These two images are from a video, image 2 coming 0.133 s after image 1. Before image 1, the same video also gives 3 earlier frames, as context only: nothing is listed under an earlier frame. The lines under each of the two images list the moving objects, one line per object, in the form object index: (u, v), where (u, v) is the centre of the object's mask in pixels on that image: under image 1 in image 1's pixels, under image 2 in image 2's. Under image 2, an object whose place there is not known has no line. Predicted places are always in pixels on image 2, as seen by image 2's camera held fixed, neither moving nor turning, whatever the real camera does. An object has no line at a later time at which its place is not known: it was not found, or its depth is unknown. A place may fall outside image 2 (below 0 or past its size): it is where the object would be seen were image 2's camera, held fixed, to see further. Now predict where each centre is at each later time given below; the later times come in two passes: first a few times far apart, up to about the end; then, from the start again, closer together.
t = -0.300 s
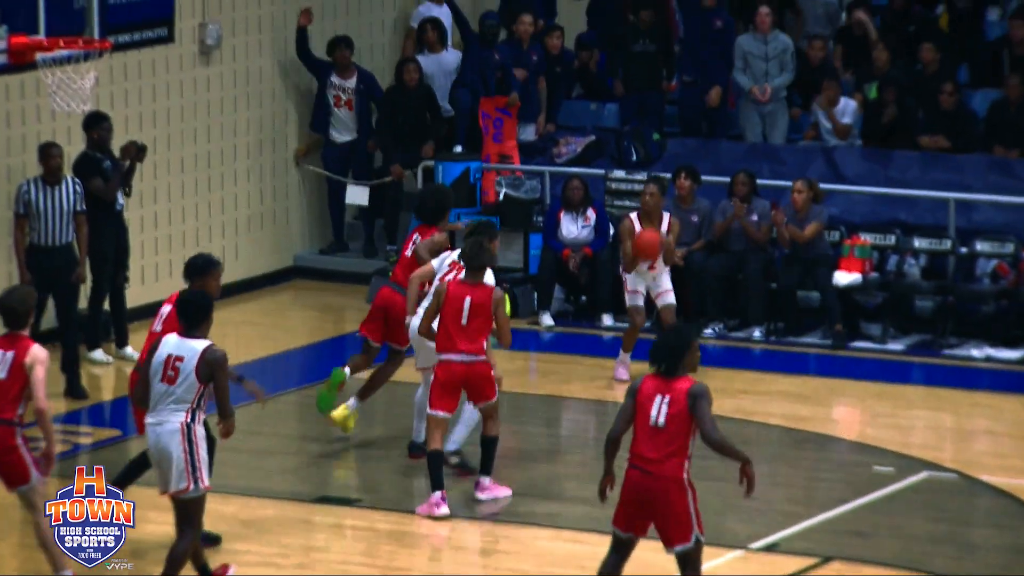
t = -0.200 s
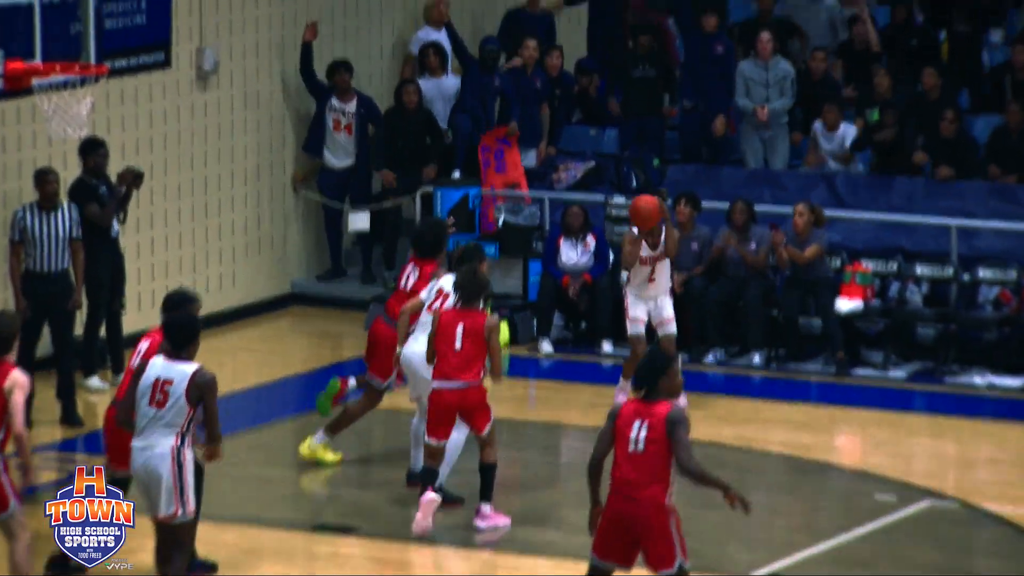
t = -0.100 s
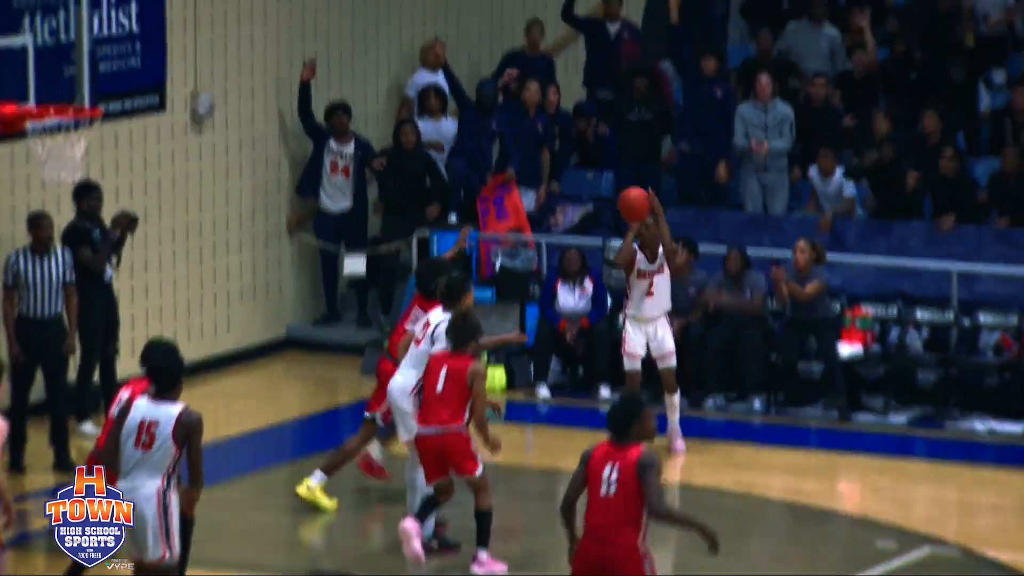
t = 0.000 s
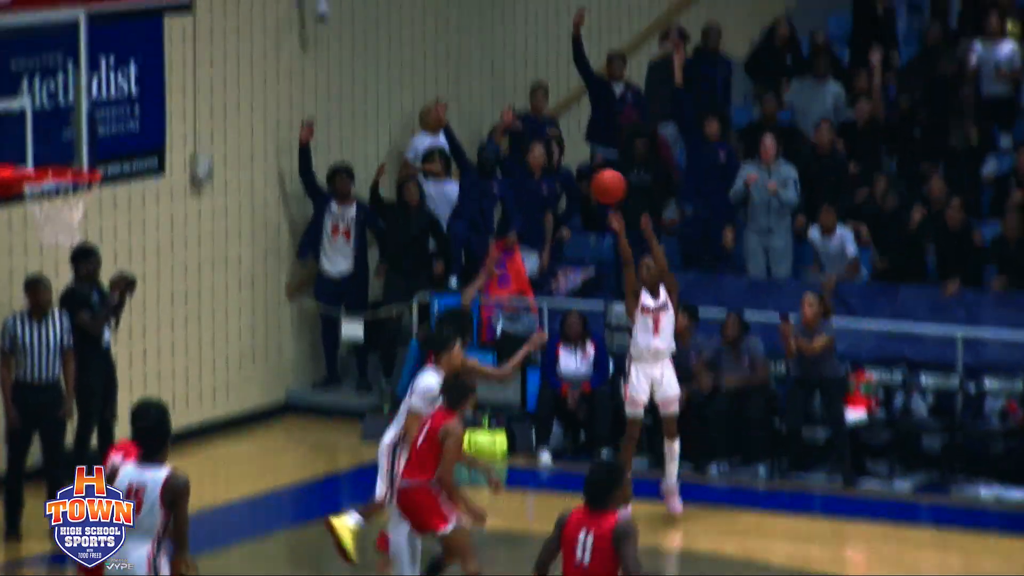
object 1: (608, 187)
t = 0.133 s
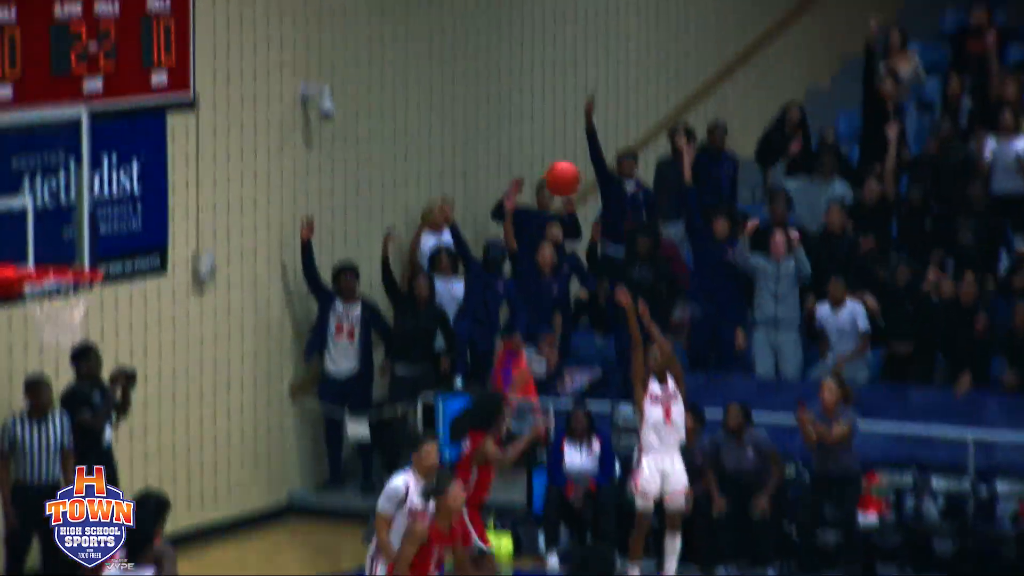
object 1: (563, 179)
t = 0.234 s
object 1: (523, 114)
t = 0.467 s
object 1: (425, 15)
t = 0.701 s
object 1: (320, -4)
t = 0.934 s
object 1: (209, 66)
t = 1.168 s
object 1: (95, 230)
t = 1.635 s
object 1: (48, 380)
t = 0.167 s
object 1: (550, 155)
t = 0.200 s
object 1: (536, 134)
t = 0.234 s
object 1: (523, 114)
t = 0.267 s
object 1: (509, 95)
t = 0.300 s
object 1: (496, 78)
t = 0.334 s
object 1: (482, 62)
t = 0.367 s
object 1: (468, 48)
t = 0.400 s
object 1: (454, 35)
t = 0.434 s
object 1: (440, 24)
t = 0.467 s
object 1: (425, 15)
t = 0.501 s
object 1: (411, 7)
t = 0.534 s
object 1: (396, 1)
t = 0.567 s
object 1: (381, -3)
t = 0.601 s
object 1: (366, -6)
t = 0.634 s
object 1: (351, -7)
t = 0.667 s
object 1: (335, -6)
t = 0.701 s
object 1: (320, -4)
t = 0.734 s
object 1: (304, 1)
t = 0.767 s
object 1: (288, 7)
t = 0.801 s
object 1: (273, 15)
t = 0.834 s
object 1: (256, 25)
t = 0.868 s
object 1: (241, 37)
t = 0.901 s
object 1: (225, 50)
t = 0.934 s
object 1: (209, 66)
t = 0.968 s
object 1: (192, 83)
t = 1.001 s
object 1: (176, 102)
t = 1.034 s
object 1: (159, 124)
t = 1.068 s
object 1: (143, 147)
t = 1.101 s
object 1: (128, 172)
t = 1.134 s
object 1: (111, 201)
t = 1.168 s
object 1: (95, 230)
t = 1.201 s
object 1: (79, 258)
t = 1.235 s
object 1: (64, 295)
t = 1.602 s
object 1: (47, 366)
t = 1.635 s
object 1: (48, 380)
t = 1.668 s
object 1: (49, 396)
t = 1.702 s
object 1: (52, 413)
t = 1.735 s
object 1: (55, 433)
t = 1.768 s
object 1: (58, 455)
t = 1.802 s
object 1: (60, 479)
